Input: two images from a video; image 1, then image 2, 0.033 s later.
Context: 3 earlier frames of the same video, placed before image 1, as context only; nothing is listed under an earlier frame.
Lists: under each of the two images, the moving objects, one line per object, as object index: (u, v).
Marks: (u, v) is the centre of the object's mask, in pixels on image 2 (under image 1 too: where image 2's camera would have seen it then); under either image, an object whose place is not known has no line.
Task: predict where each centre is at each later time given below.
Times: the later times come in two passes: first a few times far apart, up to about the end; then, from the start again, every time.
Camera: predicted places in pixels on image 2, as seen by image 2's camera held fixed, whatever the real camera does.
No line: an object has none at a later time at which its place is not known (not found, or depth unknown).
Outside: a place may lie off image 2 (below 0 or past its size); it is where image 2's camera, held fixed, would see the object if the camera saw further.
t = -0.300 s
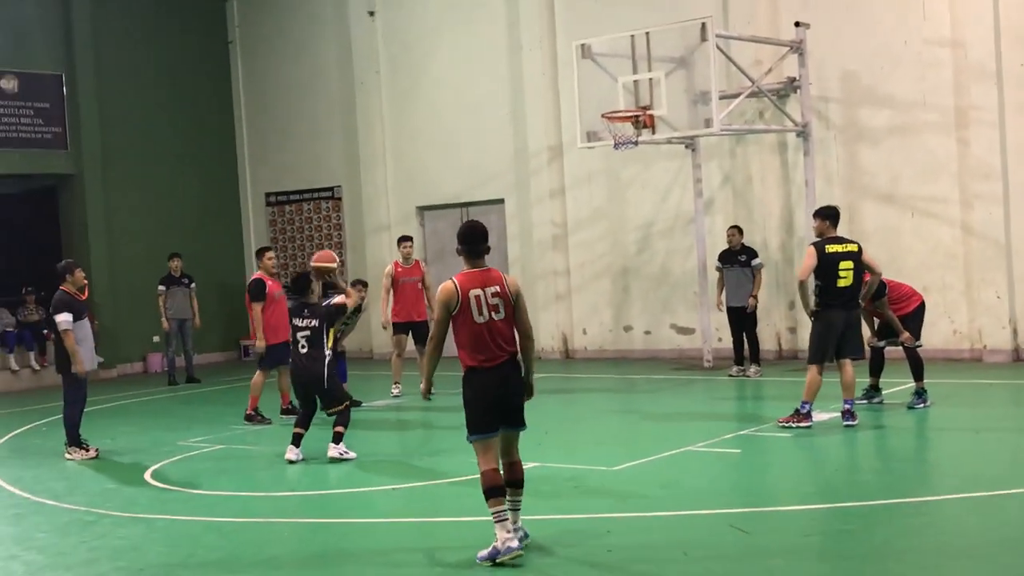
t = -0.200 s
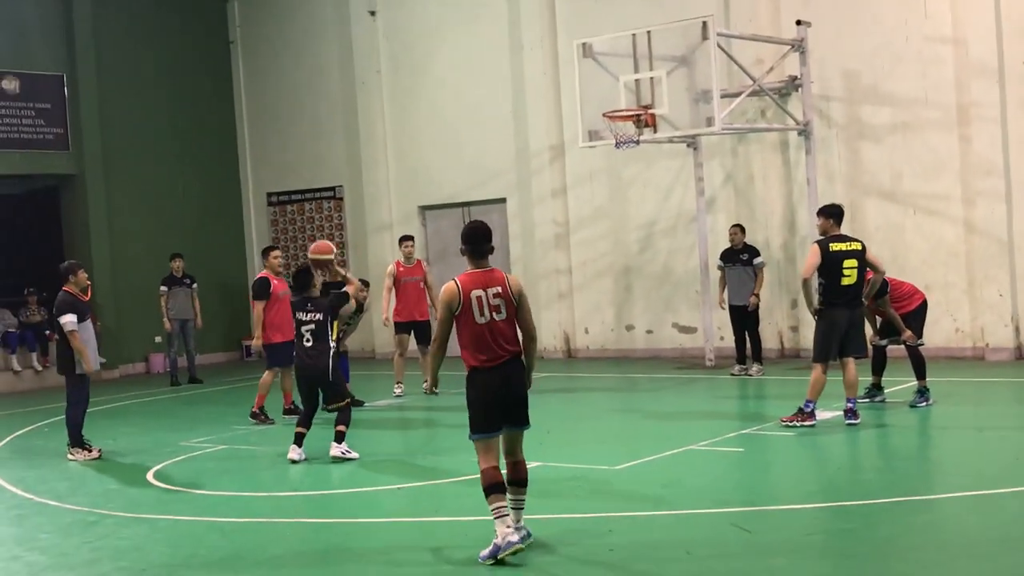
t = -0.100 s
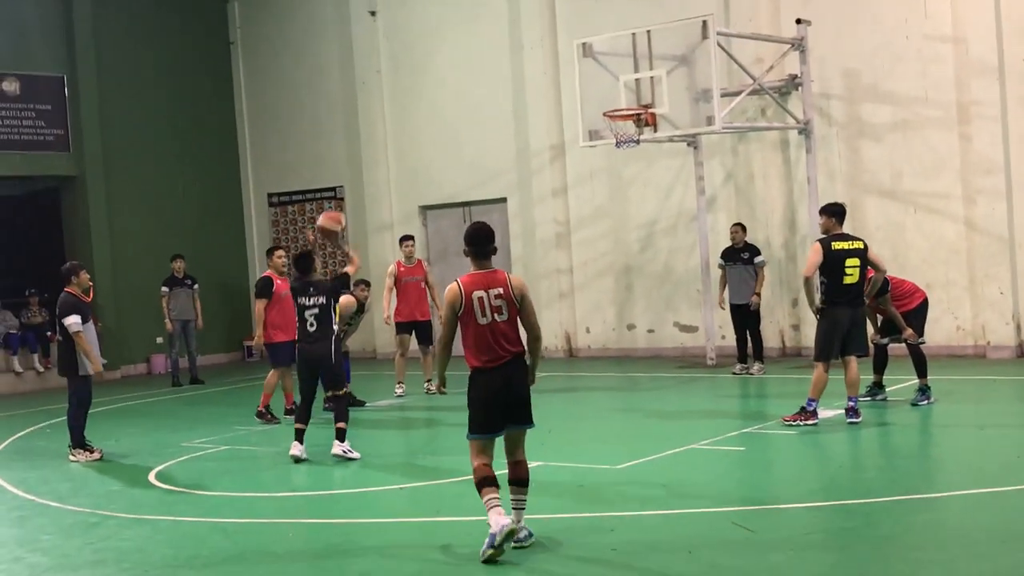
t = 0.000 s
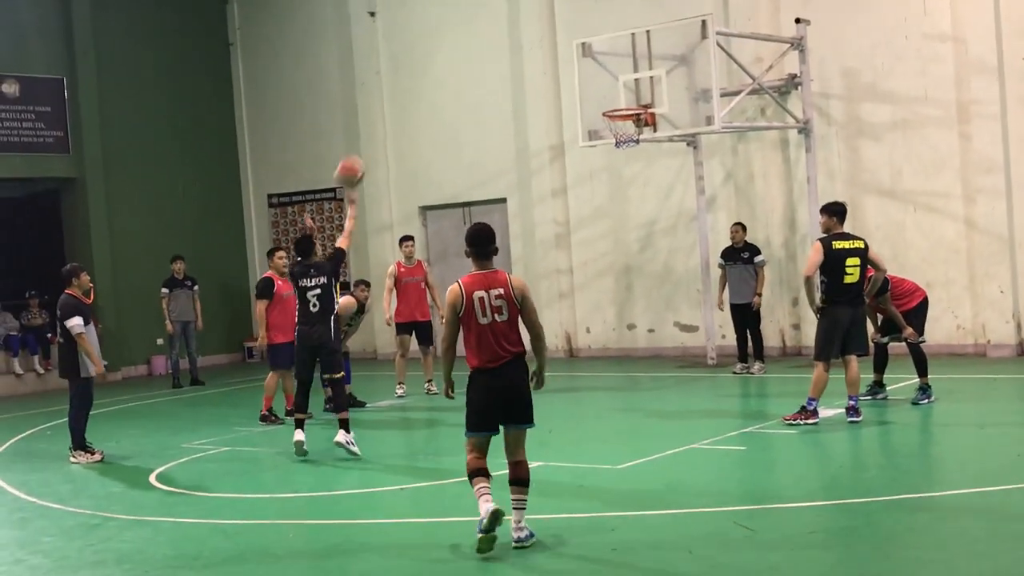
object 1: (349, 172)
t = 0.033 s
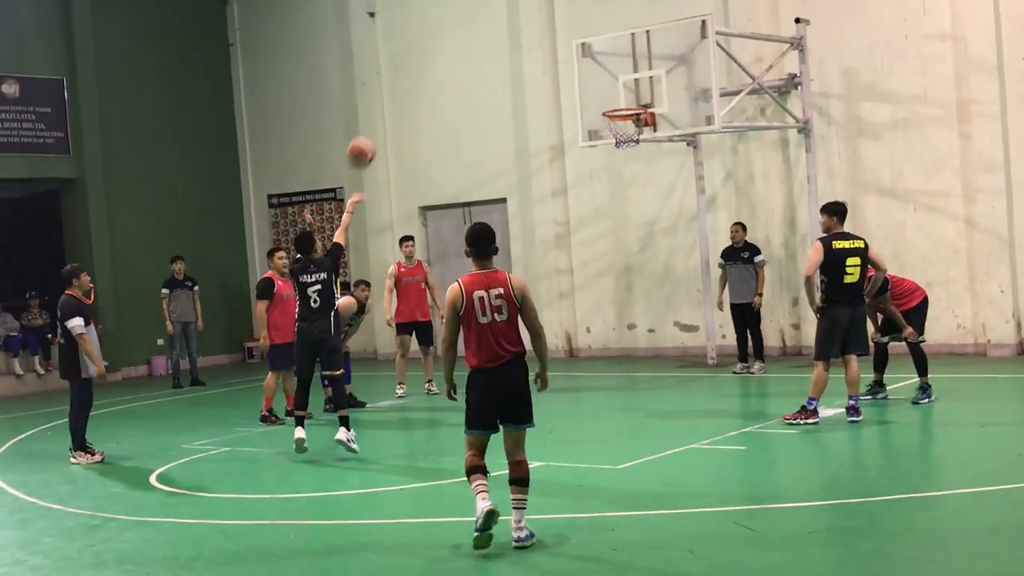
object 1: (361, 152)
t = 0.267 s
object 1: (433, 49)
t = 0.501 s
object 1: (500, 13)
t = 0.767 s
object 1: (572, 39)
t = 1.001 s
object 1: (629, 105)
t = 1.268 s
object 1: (628, 153)
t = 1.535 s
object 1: (643, 244)
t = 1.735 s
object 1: (660, 352)
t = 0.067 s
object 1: (371, 133)
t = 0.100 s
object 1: (382, 115)
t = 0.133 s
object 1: (392, 100)
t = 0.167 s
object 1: (402, 84)
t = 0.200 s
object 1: (413, 71)
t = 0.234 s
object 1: (423, 59)
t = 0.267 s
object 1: (433, 49)
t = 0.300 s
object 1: (443, 40)
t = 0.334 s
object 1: (453, 32)
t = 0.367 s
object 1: (463, 26)
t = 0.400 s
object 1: (473, 21)
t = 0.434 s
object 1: (482, 16)
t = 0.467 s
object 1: (491, 14)
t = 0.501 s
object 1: (500, 13)
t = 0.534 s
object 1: (510, 13)
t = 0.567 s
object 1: (519, 13)
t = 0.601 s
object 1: (528, 15)
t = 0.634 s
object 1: (537, 18)
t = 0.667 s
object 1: (546, 22)
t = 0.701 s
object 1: (555, 27)
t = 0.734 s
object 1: (564, 33)
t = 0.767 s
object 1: (572, 39)
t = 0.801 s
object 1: (581, 48)
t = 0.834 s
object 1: (589, 55)
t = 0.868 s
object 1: (598, 65)
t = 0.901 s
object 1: (606, 76)
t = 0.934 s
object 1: (615, 88)
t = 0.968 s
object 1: (623, 98)
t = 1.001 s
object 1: (629, 105)
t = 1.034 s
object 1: (622, 117)
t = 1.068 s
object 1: (618, 120)
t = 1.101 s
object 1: (619, 127)
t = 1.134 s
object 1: (621, 131)
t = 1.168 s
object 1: (622, 133)
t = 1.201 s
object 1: (624, 140)
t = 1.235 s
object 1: (626, 146)
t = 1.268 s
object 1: (628, 153)
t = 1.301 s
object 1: (629, 163)
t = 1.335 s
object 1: (631, 171)
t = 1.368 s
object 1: (633, 180)
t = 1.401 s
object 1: (635, 192)
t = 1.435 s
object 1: (638, 203)
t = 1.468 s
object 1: (640, 216)
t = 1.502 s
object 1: (641, 230)
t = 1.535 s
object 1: (643, 244)
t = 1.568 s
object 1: (647, 260)
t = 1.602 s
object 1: (649, 275)
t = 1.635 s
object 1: (652, 295)
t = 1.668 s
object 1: (654, 311)
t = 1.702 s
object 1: (657, 332)
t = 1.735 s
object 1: (660, 352)
